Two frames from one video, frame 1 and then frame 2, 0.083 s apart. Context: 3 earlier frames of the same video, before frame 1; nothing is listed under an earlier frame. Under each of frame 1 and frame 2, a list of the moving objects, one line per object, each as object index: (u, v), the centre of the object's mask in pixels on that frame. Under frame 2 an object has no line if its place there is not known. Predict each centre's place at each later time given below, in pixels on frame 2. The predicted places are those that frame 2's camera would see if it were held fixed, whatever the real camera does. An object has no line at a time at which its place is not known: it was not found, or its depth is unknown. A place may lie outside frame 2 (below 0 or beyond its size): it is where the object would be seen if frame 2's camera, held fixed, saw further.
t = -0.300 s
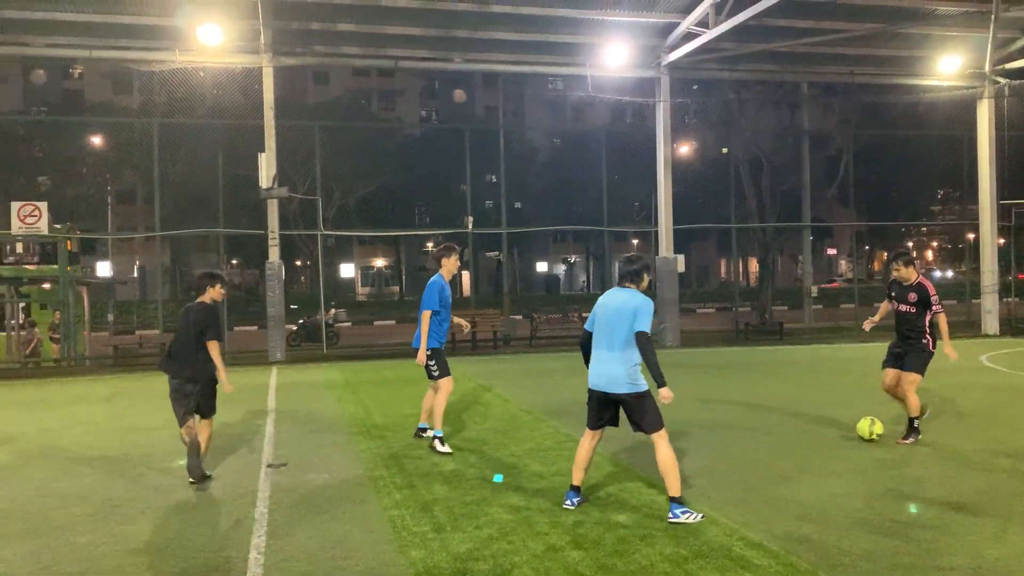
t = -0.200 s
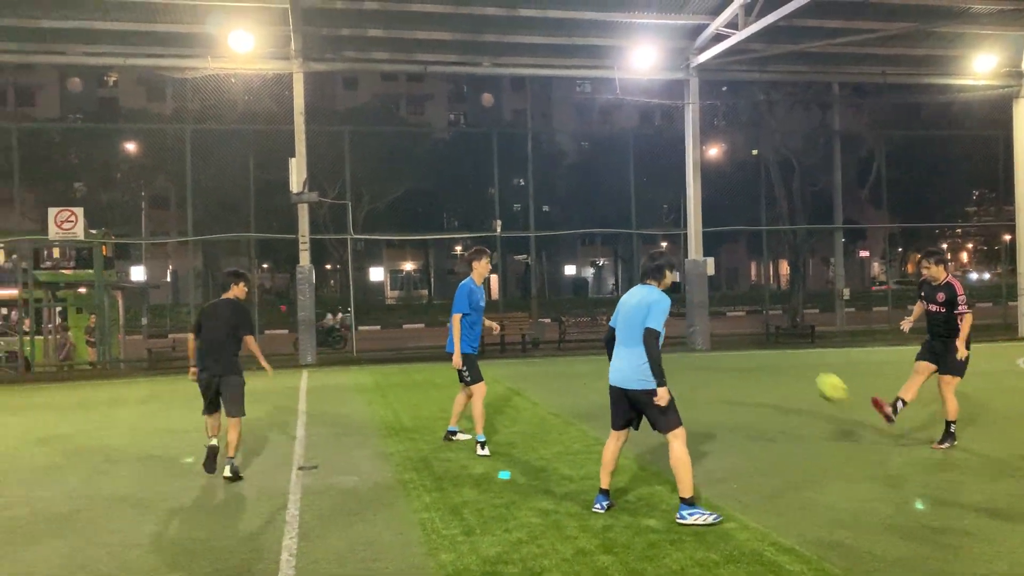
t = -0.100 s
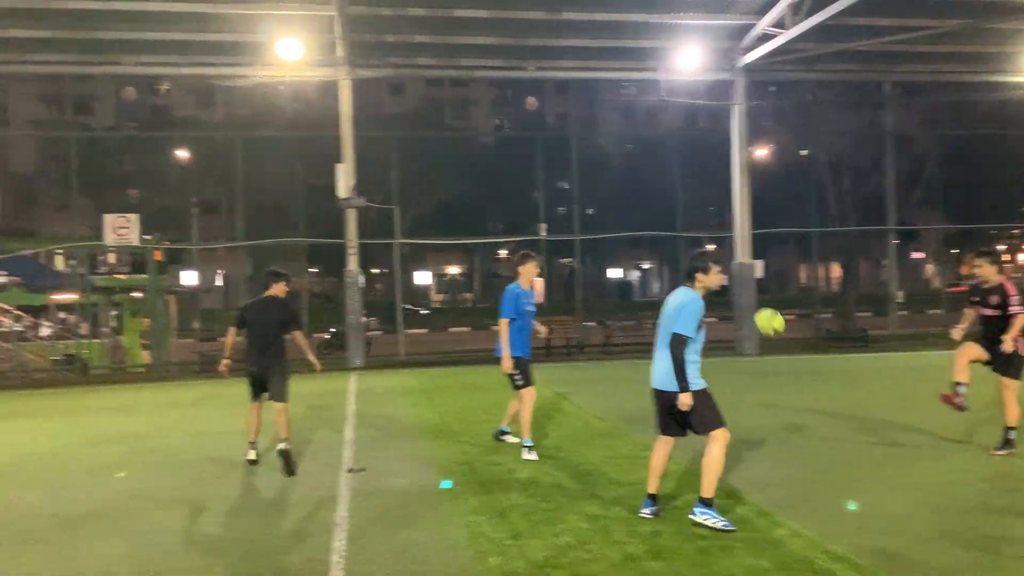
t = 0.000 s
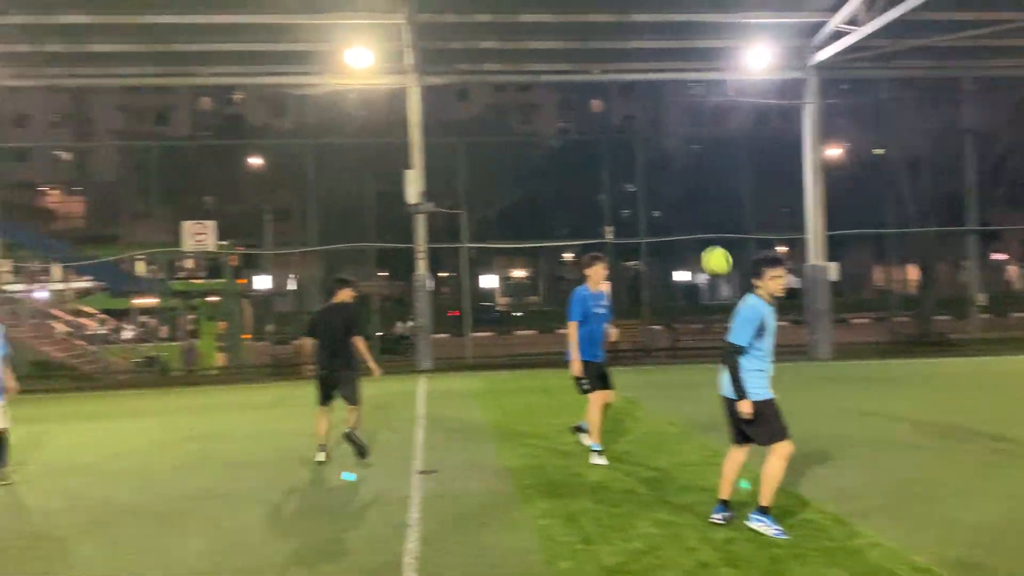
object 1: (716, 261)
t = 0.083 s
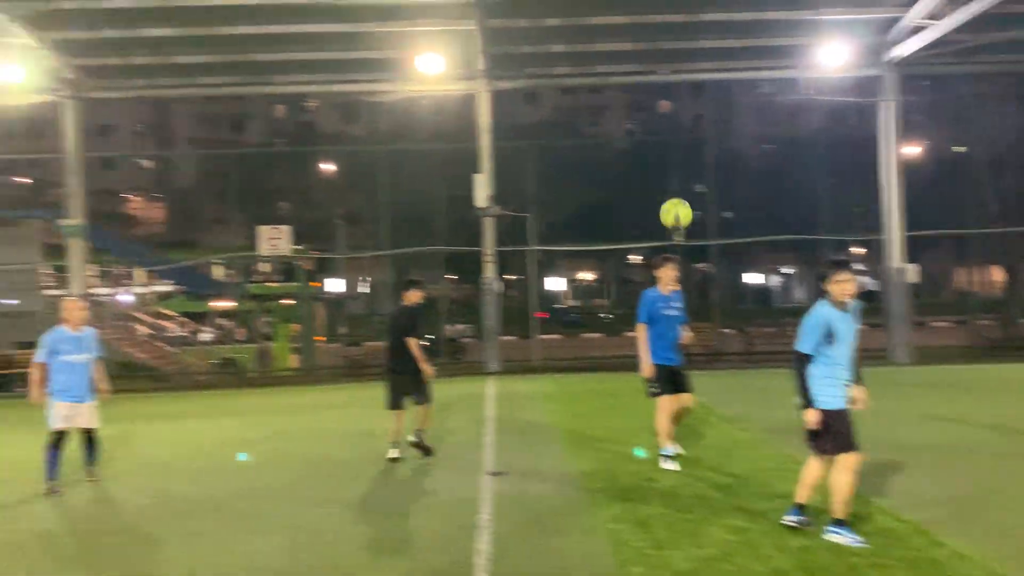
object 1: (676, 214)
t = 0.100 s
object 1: (652, 205)
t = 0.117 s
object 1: (630, 196)
